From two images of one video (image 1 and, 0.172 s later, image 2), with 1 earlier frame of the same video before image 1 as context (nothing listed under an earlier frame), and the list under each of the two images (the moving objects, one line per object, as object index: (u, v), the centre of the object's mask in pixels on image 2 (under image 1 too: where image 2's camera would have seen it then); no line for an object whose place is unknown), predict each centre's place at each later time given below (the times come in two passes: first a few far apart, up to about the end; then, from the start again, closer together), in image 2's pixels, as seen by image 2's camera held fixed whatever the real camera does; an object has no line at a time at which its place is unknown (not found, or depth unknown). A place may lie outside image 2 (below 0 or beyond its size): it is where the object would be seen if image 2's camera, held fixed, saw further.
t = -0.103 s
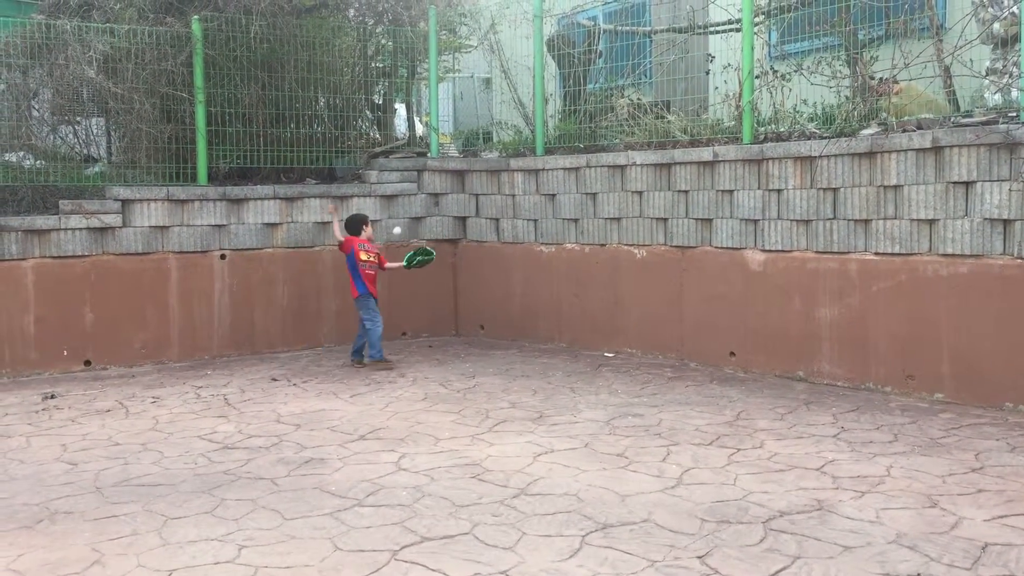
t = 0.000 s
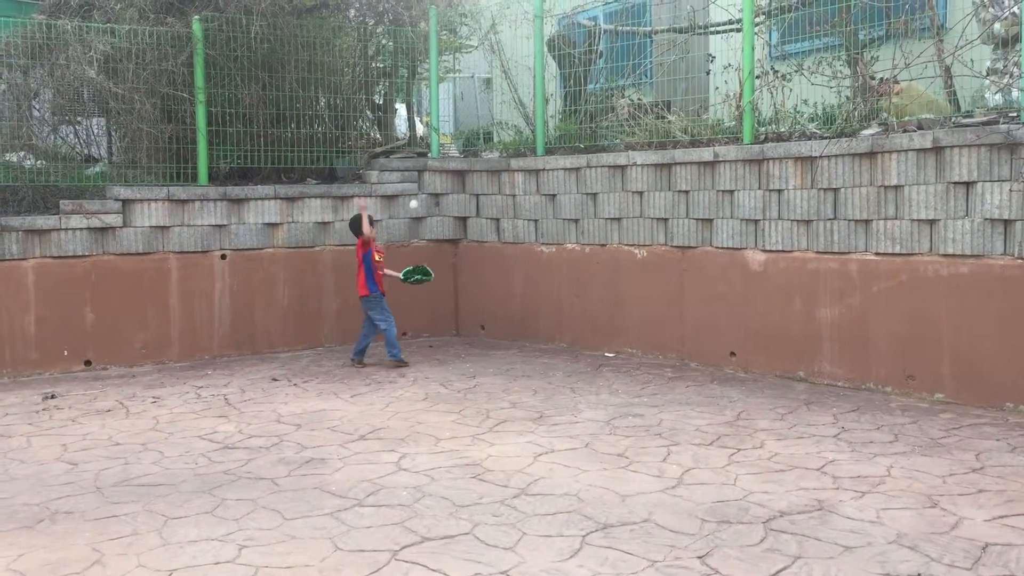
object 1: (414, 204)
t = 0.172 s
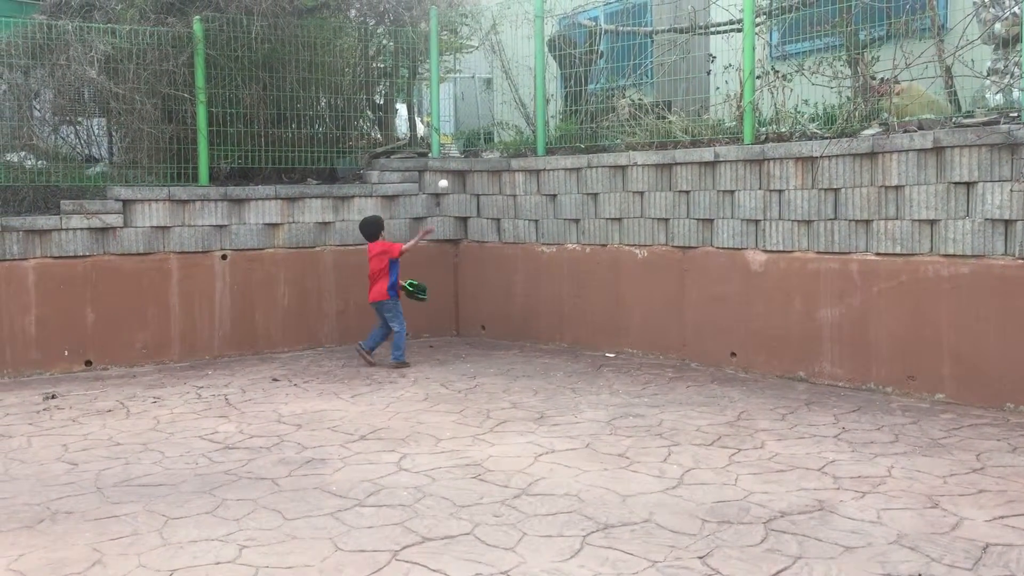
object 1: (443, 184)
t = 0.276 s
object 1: (463, 188)
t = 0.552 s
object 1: (524, 271)
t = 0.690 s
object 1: (559, 360)
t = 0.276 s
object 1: (463, 188)
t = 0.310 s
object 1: (470, 192)
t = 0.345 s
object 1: (476, 198)
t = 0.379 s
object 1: (484, 206)
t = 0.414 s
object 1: (491, 215)
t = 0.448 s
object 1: (499, 226)
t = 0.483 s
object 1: (507, 239)
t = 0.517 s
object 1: (515, 254)
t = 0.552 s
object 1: (524, 271)
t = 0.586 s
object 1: (532, 289)
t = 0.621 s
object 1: (541, 311)
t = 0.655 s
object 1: (550, 334)
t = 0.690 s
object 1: (559, 360)
